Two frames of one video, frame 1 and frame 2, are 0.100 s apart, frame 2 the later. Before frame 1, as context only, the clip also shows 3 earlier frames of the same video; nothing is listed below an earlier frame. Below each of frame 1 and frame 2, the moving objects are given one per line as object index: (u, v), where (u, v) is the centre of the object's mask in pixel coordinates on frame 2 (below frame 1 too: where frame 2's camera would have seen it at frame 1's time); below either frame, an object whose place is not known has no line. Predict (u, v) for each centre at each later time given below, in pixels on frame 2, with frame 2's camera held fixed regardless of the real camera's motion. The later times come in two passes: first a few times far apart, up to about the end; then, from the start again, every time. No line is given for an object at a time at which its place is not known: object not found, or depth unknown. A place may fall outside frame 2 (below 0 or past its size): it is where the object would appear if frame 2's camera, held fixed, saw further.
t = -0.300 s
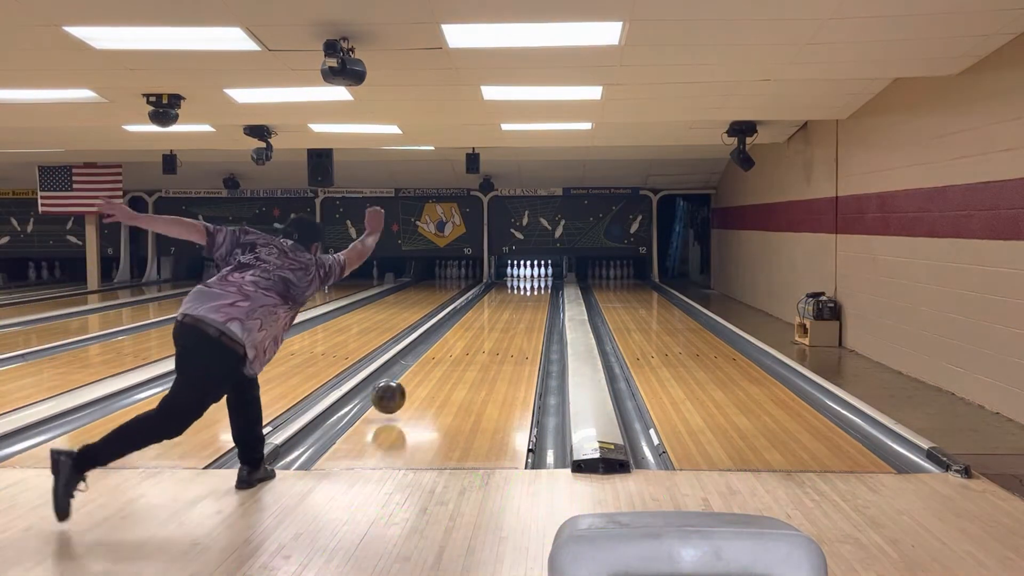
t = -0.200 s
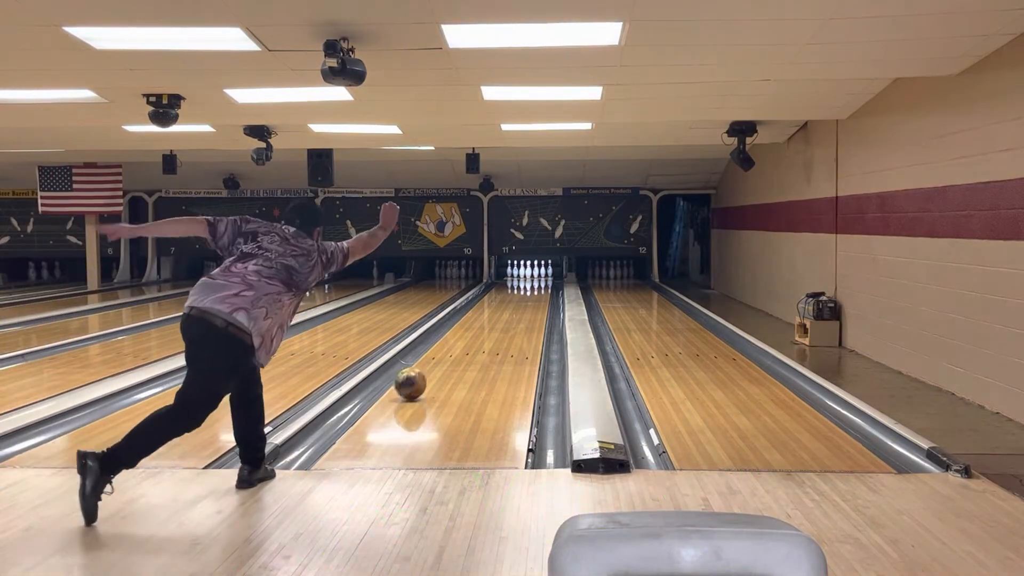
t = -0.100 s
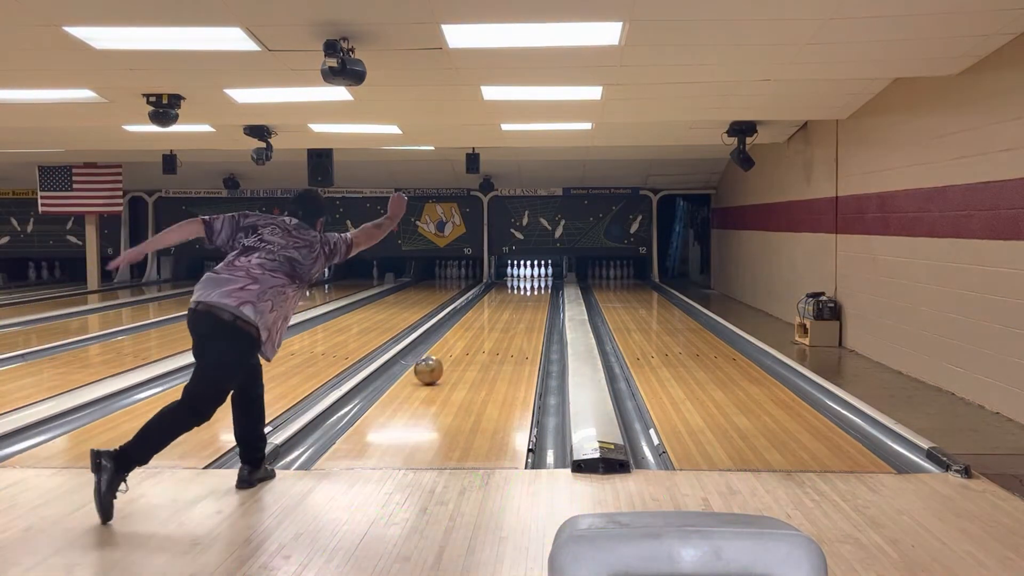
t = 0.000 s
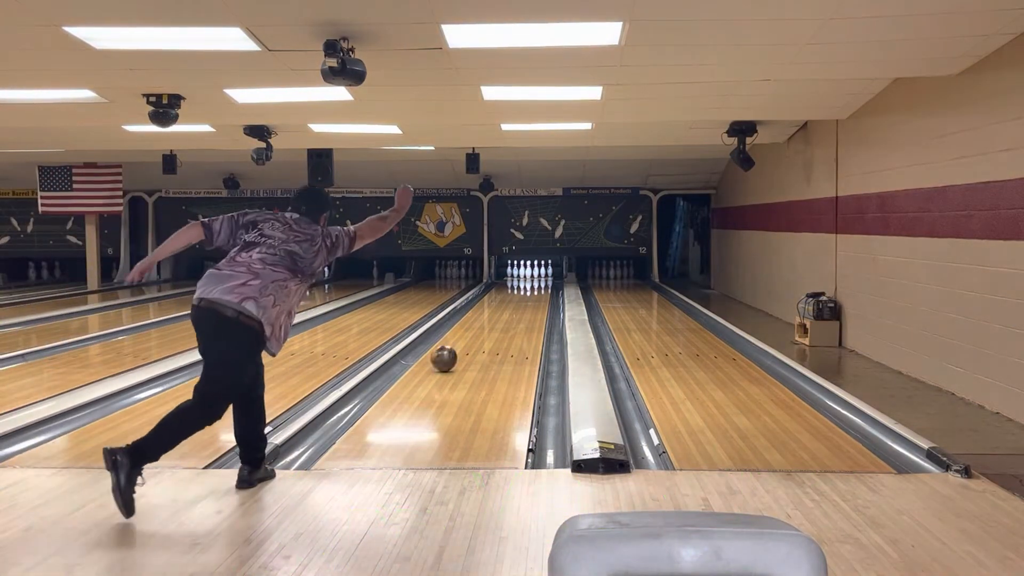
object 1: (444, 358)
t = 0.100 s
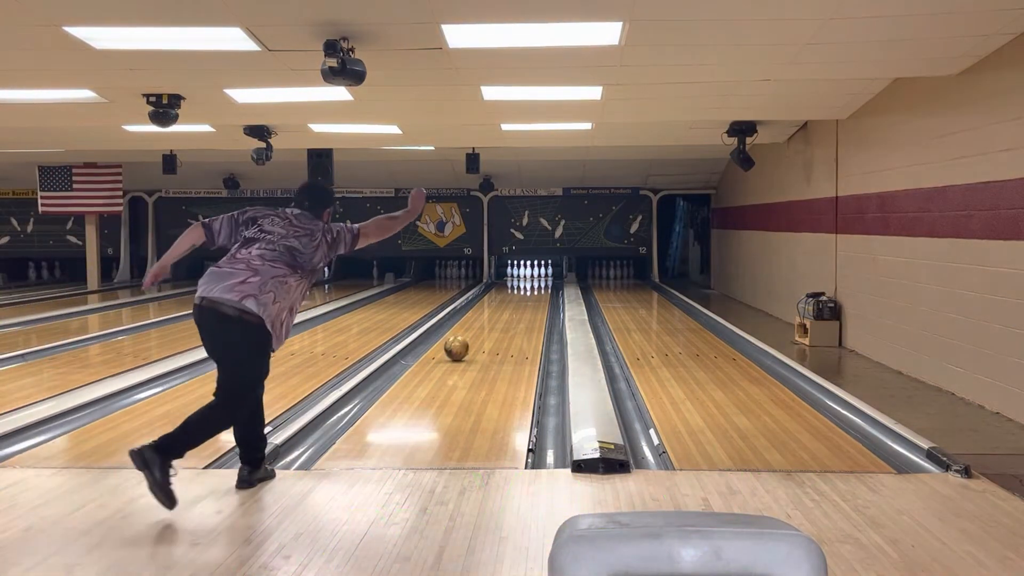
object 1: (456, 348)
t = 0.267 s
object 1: (473, 335)
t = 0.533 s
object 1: (493, 318)
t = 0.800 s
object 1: (507, 306)
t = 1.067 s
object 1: (516, 297)
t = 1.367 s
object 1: (522, 289)
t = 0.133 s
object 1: (460, 345)
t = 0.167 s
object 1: (464, 342)
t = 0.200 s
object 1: (467, 340)
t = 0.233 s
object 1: (470, 337)
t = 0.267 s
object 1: (473, 335)
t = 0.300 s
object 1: (476, 333)
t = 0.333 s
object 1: (479, 330)
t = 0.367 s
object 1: (482, 328)
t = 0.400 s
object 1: (484, 326)
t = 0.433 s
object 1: (486, 324)
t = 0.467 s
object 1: (489, 322)
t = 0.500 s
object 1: (491, 321)
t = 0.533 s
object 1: (493, 318)
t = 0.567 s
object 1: (495, 317)
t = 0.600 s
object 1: (497, 315)
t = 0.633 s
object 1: (499, 314)
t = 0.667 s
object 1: (501, 312)
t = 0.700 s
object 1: (502, 311)
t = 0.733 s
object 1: (503, 310)
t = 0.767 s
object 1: (505, 308)
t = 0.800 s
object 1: (507, 306)
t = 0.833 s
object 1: (508, 305)
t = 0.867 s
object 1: (509, 304)
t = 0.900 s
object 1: (511, 303)
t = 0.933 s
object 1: (512, 302)
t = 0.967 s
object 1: (513, 300)
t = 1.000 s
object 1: (514, 300)
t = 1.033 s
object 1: (515, 299)
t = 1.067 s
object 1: (516, 297)
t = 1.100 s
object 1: (517, 296)
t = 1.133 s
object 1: (518, 295)
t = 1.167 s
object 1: (519, 294)
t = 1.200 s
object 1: (519, 293)
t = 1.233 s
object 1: (520, 292)
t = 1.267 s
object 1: (520, 292)
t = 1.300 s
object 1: (521, 291)
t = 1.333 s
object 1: (522, 290)
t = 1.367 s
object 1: (522, 289)
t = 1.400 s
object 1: (523, 288)
